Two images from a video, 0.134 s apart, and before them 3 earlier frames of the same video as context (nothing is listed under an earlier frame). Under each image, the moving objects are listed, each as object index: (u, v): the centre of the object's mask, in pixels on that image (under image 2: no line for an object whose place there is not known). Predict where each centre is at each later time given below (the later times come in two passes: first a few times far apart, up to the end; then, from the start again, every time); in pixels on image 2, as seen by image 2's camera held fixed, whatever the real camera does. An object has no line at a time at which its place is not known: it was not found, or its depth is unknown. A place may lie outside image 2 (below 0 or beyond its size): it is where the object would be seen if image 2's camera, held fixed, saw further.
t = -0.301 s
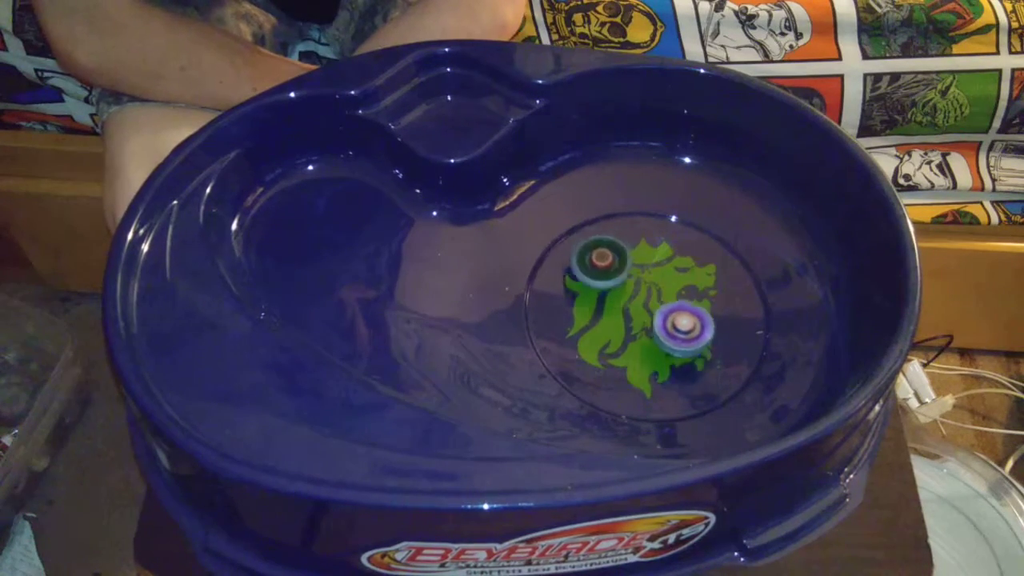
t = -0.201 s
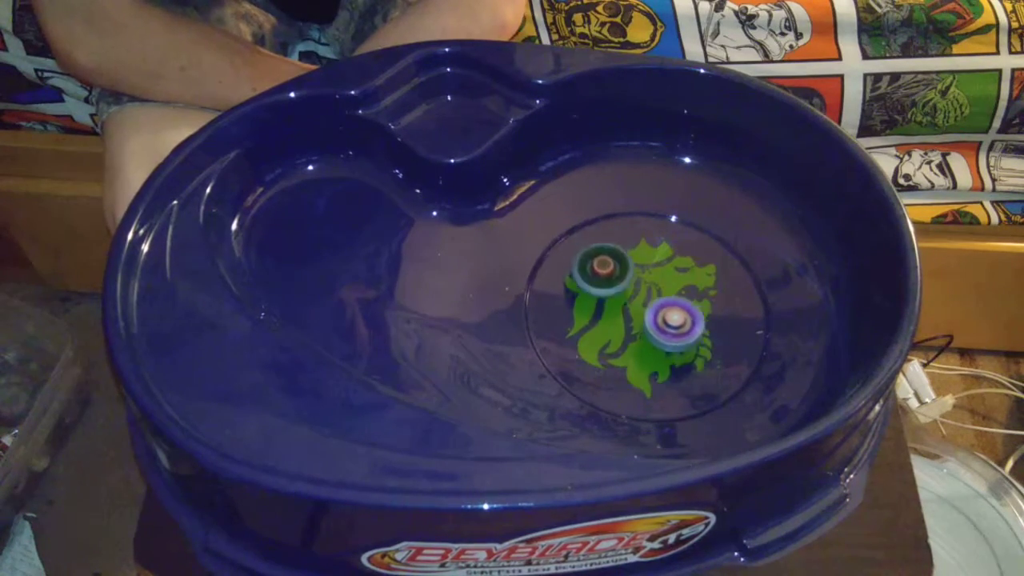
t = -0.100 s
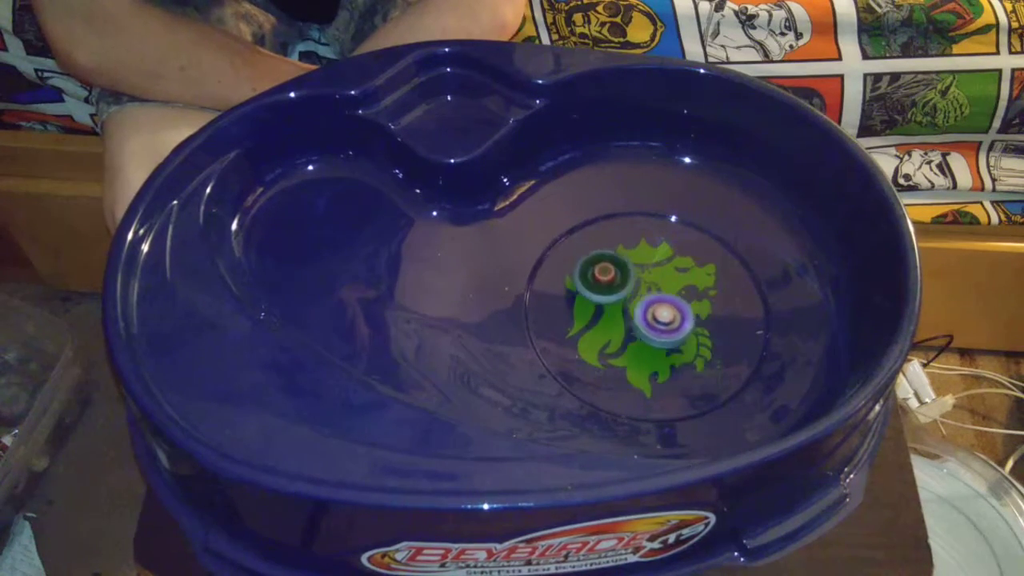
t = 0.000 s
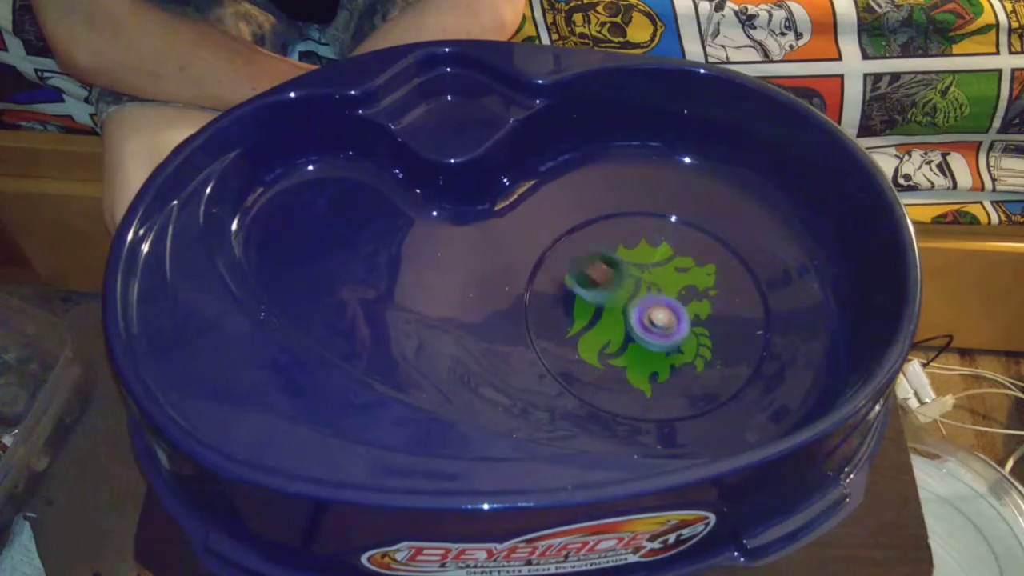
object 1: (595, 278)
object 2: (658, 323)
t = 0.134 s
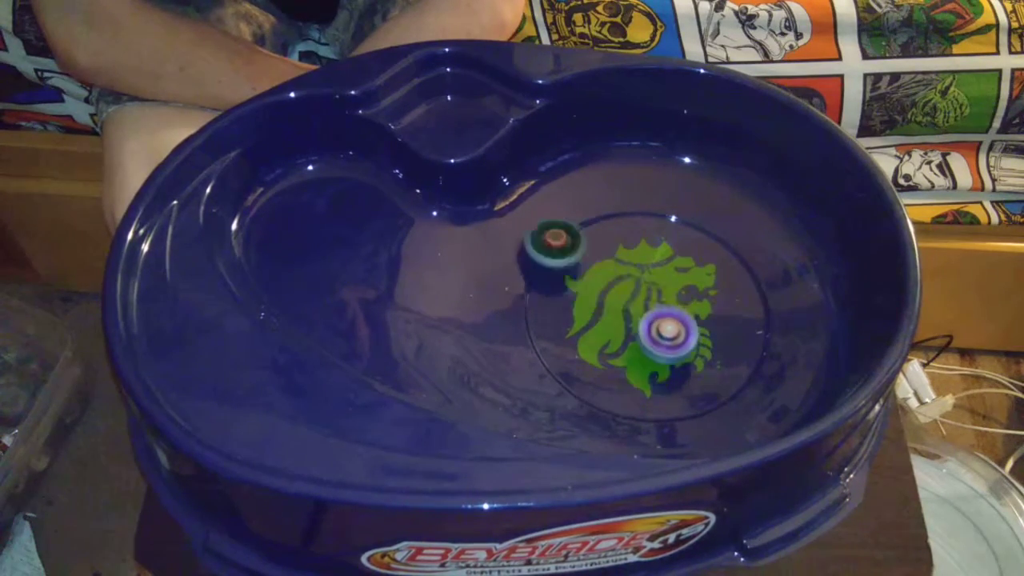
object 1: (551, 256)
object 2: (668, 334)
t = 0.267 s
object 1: (549, 268)
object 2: (668, 333)
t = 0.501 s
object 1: (553, 283)
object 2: (658, 326)
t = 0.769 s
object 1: (556, 290)
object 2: (639, 316)
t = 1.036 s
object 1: (552, 290)
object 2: (629, 312)
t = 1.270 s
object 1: (552, 291)
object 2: (631, 308)
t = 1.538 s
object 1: (558, 295)
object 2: (633, 298)
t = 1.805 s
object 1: (454, 271)
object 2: (720, 307)
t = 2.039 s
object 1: (457, 310)
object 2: (734, 286)
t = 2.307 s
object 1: (508, 331)
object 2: (718, 273)
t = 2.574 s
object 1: (544, 333)
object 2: (691, 282)
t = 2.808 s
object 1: (588, 342)
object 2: (664, 295)
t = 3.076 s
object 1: (577, 358)
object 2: (657, 299)
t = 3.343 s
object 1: (593, 366)
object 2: (639, 300)
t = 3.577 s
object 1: (602, 368)
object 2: (628, 300)
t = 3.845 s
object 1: (609, 370)
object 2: (620, 299)
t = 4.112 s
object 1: (614, 370)
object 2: (618, 295)
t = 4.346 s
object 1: (616, 366)
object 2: (621, 292)
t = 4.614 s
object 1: (622, 346)
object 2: (629, 289)
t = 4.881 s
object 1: (623, 393)
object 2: (645, 251)
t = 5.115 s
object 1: (636, 365)
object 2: (645, 251)
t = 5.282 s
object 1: (641, 343)
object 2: (648, 256)
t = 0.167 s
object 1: (549, 257)
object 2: (668, 334)
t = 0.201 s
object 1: (549, 260)
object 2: (668, 334)
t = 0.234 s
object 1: (549, 264)
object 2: (668, 333)
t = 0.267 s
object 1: (549, 268)
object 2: (668, 333)
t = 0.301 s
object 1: (550, 272)
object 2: (667, 332)
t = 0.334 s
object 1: (550, 275)
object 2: (667, 332)
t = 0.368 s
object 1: (551, 277)
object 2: (665, 330)
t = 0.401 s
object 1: (552, 279)
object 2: (664, 330)
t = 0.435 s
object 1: (552, 281)
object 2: (662, 328)
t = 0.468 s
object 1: (552, 282)
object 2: (660, 327)
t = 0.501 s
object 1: (553, 283)
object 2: (658, 326)
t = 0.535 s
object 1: (553, 284)
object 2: (656, 324)
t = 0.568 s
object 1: (553, 285)
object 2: (654, 323)
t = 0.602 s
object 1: (554, 286)
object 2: (651, 322)
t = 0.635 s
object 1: (554, 286)
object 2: (648, 321)
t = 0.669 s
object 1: (555, 288)
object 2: (646, 319)
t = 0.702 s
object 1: (555, 289)
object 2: (644, 318)
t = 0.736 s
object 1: (556, 289)
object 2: (642, 317)
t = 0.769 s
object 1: (556, 290)
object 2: (639, 316)
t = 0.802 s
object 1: (557, 291)
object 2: (636, 315)
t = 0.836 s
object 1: (557, 291)
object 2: (634, 314)
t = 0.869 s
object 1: (558, 292)
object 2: (632, 313)
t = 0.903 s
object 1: (558, 293)
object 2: (629, 312)
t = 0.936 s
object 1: (559, 293)
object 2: (627, 311)
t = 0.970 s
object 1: (559, 294)
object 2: (626, 310)
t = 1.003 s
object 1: (557, 293)
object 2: (627, 310)
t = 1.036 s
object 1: (552, 290)
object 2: (629, 312)
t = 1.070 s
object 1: (550, 290)
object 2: (630, 312)
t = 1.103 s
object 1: (550, 290)
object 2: (630, 312)
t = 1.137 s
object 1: (550, 290)
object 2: (630, 311)
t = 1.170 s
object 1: (550, 290)
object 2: (631, 310)
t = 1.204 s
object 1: (551, 290)
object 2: (631, 309)
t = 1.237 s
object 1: (552, 291)
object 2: (631, 308)
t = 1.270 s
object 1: (552, 291)
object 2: (631, 308)
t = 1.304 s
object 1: (553, 292)
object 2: (632, 307)
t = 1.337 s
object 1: (553, 293)
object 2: (632, 305)
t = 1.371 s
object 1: (554, 293)
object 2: (632, 304)
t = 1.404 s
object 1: (555, 294)
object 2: (632, 303)
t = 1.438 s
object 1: (555, 294)
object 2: (633, 302)
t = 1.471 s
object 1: (556, 294)
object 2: (633, 301)
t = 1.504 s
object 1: (557, 295)
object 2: (633, 299)
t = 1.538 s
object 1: (558, 295)
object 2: (633, 298)
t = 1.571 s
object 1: (560, 295)
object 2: (633, 297)
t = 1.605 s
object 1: (561, 295)
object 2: (633, 297)
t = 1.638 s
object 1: (560, 296)
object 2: (637, 296)
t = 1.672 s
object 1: (528, 284)
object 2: (661, 301)
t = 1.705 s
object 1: (505, 276)
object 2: (680, 304)
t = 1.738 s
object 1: (484, 274)
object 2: (697, 306)
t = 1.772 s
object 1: (467, 272)
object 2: (710, 306)
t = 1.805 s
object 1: (454, 271)
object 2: (720, 307)
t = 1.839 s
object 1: (446, 275)
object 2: (724, 306)
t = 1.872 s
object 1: (442, 281)
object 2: (727, 304)
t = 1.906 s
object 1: (441, 287)
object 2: (728, 301)
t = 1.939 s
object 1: (442, 293)
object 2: (730, 297)
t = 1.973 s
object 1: (445, 299)
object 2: (731, 293)
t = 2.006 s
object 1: (450, 304)
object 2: (733, 290)
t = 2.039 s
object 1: (457, 310)
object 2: (734, 286)
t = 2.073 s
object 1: (465, 315)
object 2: (733, 283)
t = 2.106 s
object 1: (472, 320)
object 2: (732, 281)
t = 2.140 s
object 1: (480, 324)
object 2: (731, 279)
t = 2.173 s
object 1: (487, 328)
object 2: (729, 277)
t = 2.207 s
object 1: (494, 330)
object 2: (726, 275)
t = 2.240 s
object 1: (499, 331)
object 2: (724, 274)
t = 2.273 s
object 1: (504, 332)
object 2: (721, 274)
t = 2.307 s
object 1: (508, 331)
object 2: (718, 273)
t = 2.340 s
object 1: (511, 330)
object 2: (715, 274)
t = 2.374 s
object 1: (514, 329)
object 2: (712, 274)
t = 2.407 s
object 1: (517, 328)
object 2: (709, 275)
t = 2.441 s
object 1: (520, 328)
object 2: (706, 276)
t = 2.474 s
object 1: (522, 328)
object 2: (703, 277)
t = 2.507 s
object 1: (526, 329)
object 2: (699, 279)
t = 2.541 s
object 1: (533, 330)
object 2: (694, 281)
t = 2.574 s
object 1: (544, 333)
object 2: (691, 282)
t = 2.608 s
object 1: (553, 336)
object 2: (687, 284)
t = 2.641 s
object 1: (560, 338)
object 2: (683, 285)
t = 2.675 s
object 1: (568, 339)
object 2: (680, 287)
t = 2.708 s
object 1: (574, 341)
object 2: (675, 290)
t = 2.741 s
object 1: (578, 342)
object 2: (671, 292)
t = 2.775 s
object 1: (582, 343)
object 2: (668, 293)
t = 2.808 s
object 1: (588, 342)
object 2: (664, 295)
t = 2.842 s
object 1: (591, 342)
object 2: (661, 297)
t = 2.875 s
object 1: (594, 342)
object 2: (658, 299)
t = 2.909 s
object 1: (595, 343)
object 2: (655, 300)
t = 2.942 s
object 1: (590, 347)
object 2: (658, 299)
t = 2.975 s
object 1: (582, 351)
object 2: (660, 298)
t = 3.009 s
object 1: (578, 354)
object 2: (660, 298)
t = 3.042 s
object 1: (577, 356)
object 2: (659, 298)
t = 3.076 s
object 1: (577, 358)
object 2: (657, 299)
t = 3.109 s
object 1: (579, 359)
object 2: (655, 299)
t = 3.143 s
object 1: (582, 360)
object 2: (653, 299)
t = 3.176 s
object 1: (584, 362)
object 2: (650, 300)
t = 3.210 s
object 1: (586, 362)
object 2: (648, 300)
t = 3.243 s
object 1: (588, 364)
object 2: (646, 300)
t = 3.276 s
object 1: (590, 364)
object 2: (644, 300)
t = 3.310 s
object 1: (592, 365)
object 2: (641, 300)
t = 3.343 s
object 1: (593, 366)
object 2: (639, 300)
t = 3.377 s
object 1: (595, 366)
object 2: (637, 300)
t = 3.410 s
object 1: (596, 367)
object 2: (635, 300)
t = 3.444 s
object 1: (597, 367)
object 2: (633, 300)
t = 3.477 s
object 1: (598, 367)
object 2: (632, 300)
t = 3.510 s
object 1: (600, 367)
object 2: (630, 300)
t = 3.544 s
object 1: (601, 367)
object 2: (629, 300)
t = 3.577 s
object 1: (602, 368)
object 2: (628, 300)
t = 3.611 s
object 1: (603, 368)
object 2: (626, 300)
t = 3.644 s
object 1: (604, 369)
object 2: (625, 300)
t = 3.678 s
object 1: (605, 369)
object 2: (624, 300)
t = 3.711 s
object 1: (605, 369)
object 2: (623, 299)
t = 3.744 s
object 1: (606, 370)
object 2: (622, 300)
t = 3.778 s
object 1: (607, 370)
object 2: (621, 299)
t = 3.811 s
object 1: (608, 370)
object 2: (620, 299)
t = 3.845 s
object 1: (609, 370)
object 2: (620, 299)
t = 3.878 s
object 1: (610, 370)
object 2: (619, 298)
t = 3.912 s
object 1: (610, 370)
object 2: (619, 298)
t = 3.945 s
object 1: (611, 370)
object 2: (618, 297)
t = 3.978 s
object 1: (612, 370)
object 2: (618, 297)
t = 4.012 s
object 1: (612, 370)
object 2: (618, 297)
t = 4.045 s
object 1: (613, 370)
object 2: (618, 296)
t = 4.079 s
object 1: (613, 370)
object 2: (618, 296)
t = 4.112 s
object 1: (614, 370)
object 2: (618, 295)
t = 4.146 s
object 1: (614, 370)
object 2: (618, 295)
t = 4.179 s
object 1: (614, 369)
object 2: (618, 295)
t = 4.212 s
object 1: (614, 370)
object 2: (618, 294)
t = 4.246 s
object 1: (615, 368)
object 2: (619, 293)
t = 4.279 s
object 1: (615, 368)
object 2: (620, 293)
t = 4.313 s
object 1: (615, 368)
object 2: (620, 293)
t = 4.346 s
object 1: (616, 366)
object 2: (621, 292)
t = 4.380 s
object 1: (616, 366)
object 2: (622, 292)
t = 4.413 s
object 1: (616, 364)
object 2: (623, 292)
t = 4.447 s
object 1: (616, 364)
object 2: (623, 291)
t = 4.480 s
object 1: (617, 363)
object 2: (624, 291)
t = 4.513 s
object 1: (617, 362)
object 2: (626, 290)
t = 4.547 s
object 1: (617, 361)
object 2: (627, 290)
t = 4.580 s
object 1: (622, 347)
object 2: (628, 290)
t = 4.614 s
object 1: (622, 346)
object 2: (629, 289)
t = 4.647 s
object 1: (616, 361)
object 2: (631, 287)
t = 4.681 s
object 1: (611, 383)
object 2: (636, 275)
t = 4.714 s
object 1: (608, 396)
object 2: (640, 266)
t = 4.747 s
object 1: (606, 405)
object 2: (643, 260)
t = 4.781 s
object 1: (608, 407)
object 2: (645, 256)
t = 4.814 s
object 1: (613, 403)
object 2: (645, 254)
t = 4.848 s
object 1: (618, 398)
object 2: (646, 253)
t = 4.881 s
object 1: (623, 393)
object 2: (645, 251)
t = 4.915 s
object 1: (627, 388)
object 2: (645, 251)
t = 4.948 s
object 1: (630, 382)
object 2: (645, 250)
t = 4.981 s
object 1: (633, 377)
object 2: (645, 250)
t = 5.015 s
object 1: (635, 374)
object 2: (644, 250)
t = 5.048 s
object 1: (635, 370)
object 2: (644, 250)
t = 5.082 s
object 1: (636, 368)
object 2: (644, 250)
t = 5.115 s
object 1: (636, 365)
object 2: (645, 251)
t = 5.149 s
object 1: (640, 351)
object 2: (645, 252)
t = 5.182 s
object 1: (640, 349)
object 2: (646, 253)
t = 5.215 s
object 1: (640, 347)
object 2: (646, 254)
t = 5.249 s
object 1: (640, 345)
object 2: (647, 255)
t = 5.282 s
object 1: (641, 343)
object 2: (648, 256)
